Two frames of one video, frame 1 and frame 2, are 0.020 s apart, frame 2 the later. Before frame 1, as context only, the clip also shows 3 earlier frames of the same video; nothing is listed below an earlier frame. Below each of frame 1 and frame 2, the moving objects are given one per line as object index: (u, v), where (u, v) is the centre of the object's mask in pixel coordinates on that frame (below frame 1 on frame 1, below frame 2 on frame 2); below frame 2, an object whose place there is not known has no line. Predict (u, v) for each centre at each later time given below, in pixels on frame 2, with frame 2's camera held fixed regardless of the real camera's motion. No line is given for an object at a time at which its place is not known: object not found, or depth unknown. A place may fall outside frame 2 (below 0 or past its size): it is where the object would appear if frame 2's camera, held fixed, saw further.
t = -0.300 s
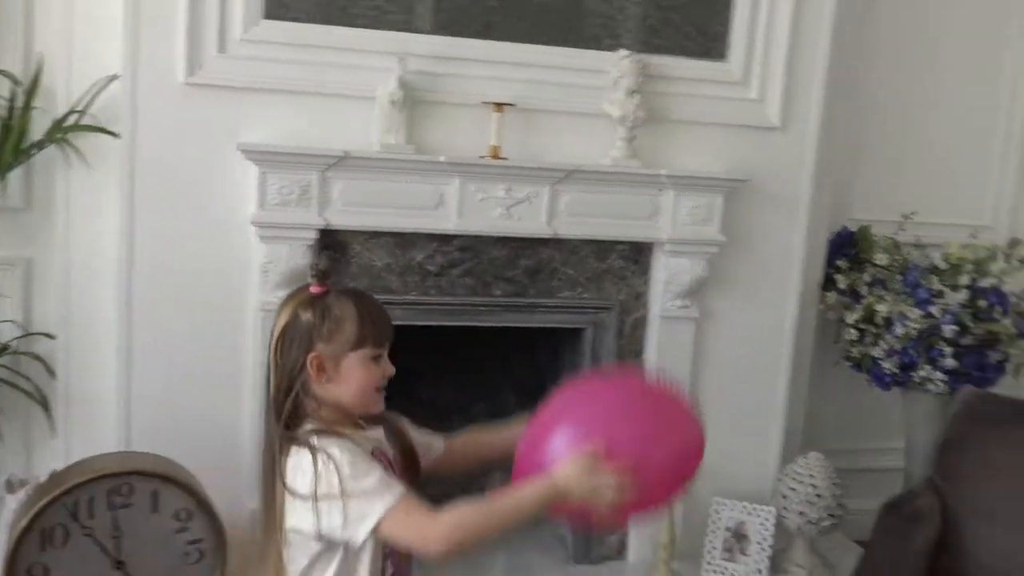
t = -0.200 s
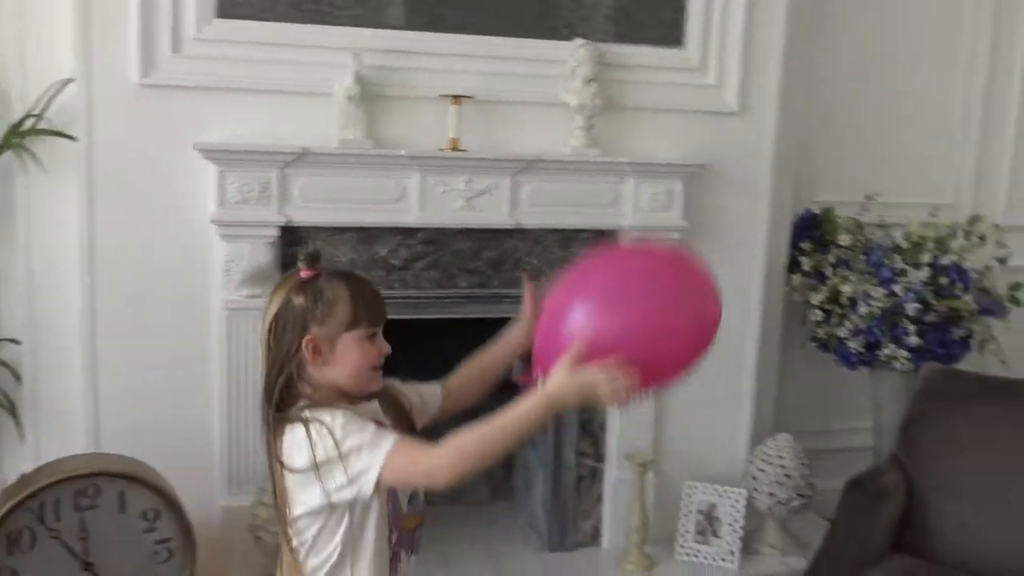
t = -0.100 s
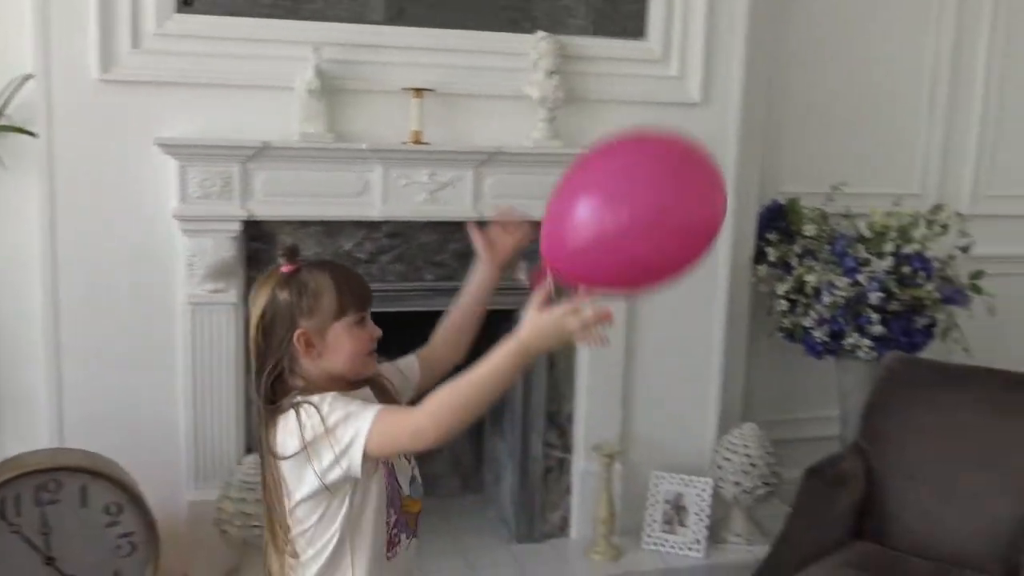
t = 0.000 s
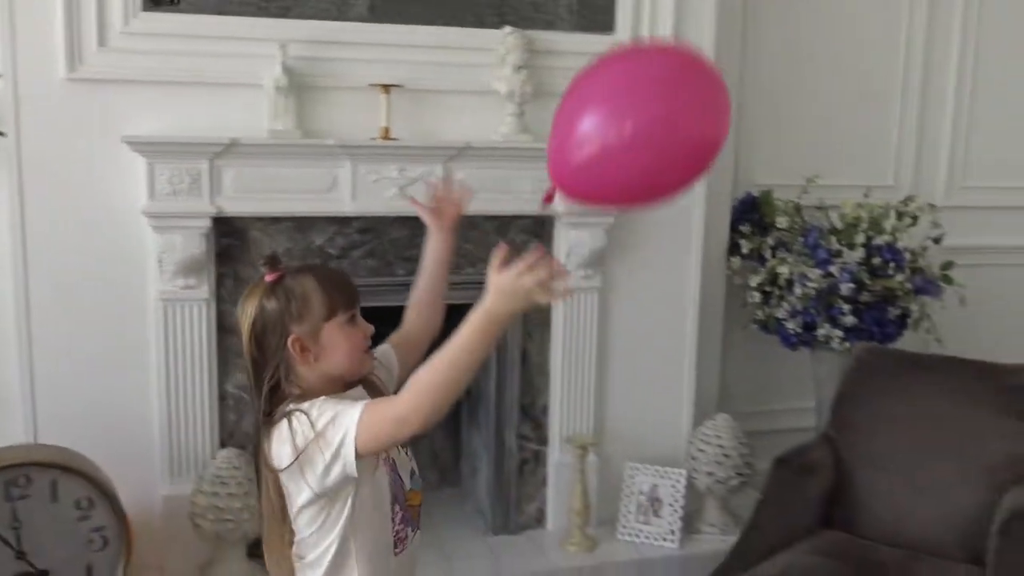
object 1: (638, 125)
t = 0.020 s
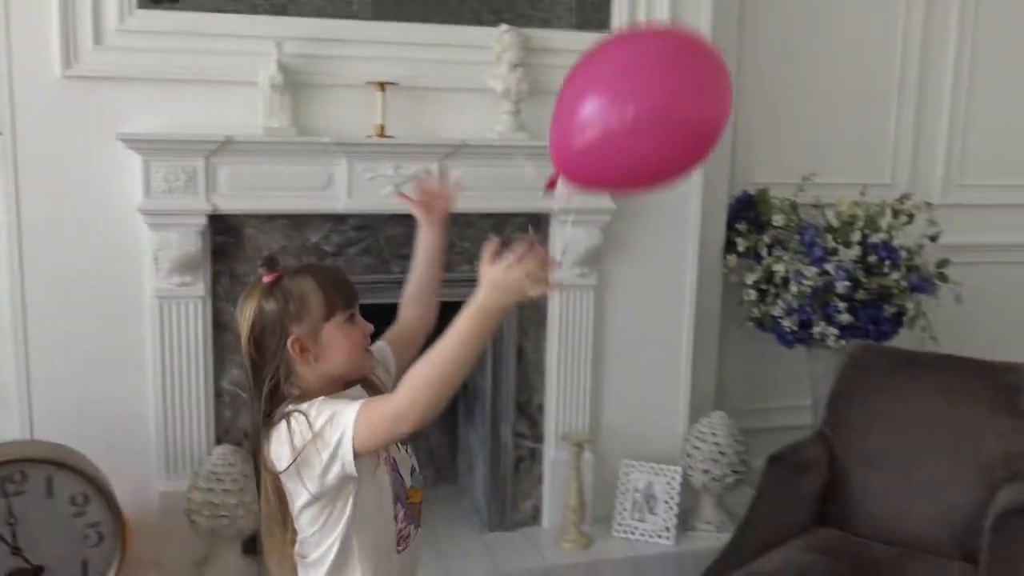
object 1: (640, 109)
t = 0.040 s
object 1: (650, 96)
